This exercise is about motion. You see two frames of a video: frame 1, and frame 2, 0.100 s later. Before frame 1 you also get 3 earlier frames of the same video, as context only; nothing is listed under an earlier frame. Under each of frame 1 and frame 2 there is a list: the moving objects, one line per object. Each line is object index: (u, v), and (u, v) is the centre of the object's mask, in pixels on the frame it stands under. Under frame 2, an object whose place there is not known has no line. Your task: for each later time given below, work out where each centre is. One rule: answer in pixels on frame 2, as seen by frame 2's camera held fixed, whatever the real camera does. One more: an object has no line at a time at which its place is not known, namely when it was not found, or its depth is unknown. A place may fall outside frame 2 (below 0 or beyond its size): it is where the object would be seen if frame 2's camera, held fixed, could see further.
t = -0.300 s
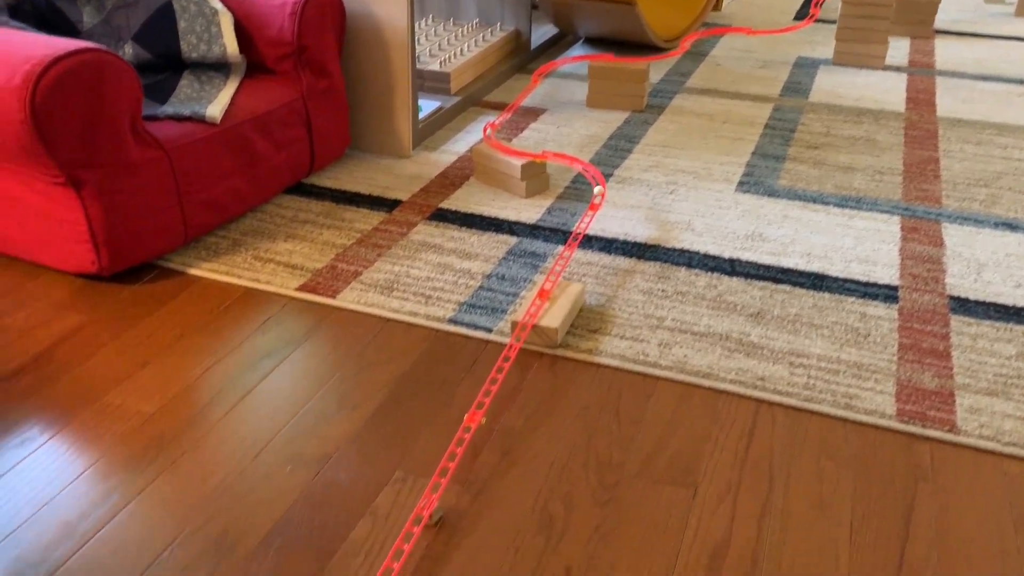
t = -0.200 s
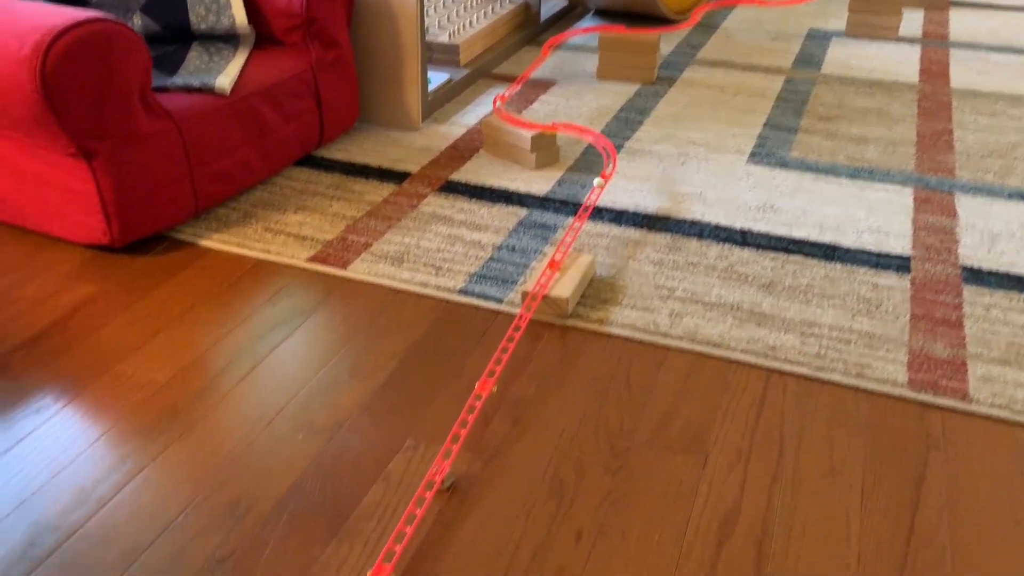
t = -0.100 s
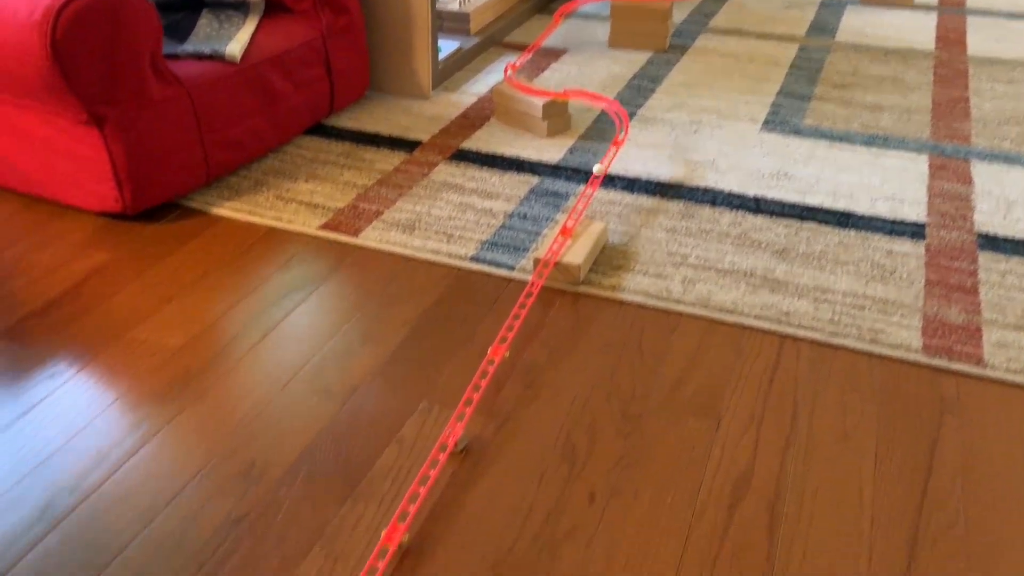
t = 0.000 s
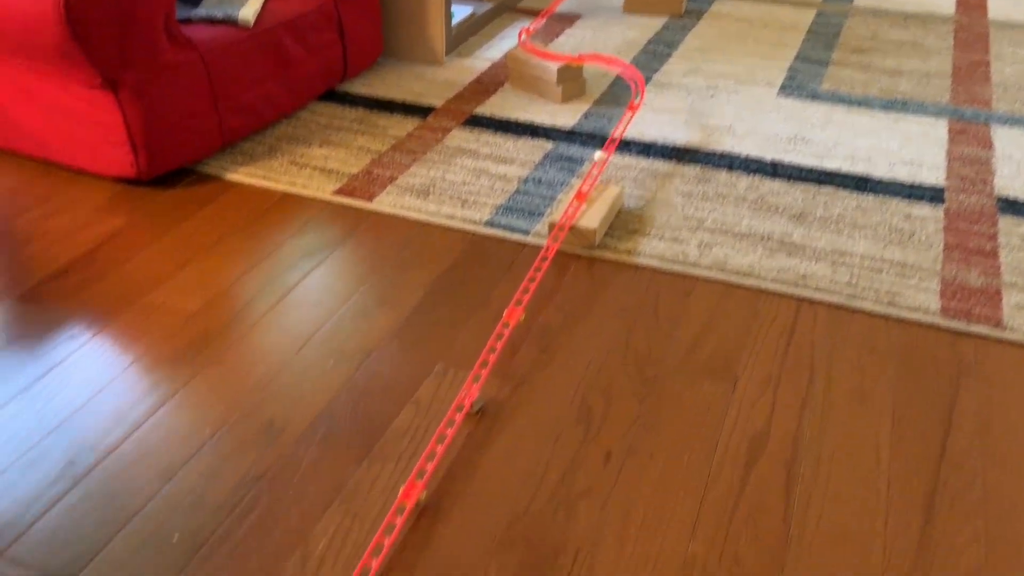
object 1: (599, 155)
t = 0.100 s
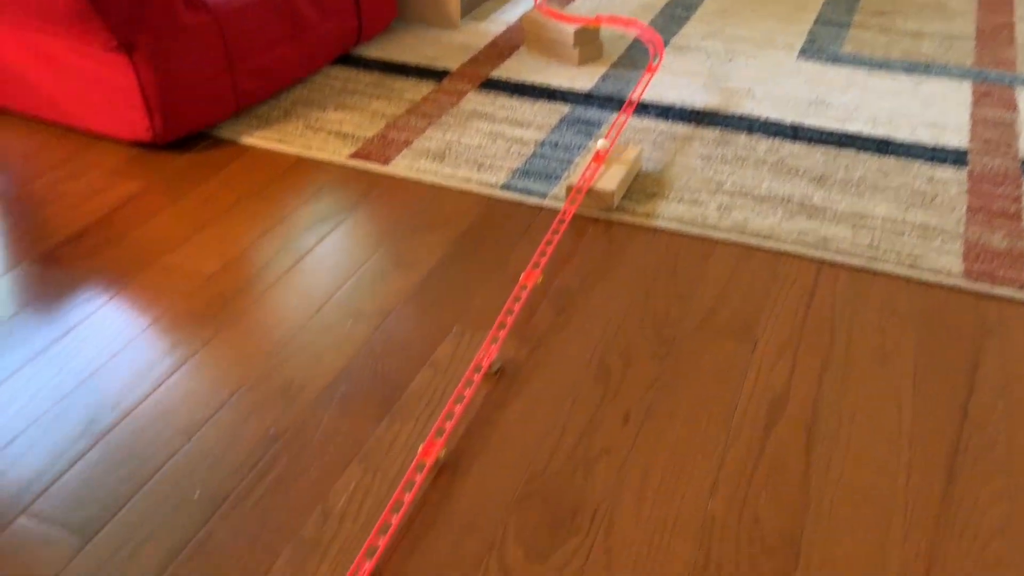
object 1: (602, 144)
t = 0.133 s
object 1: (597, 154)
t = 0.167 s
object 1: (591, 164)
